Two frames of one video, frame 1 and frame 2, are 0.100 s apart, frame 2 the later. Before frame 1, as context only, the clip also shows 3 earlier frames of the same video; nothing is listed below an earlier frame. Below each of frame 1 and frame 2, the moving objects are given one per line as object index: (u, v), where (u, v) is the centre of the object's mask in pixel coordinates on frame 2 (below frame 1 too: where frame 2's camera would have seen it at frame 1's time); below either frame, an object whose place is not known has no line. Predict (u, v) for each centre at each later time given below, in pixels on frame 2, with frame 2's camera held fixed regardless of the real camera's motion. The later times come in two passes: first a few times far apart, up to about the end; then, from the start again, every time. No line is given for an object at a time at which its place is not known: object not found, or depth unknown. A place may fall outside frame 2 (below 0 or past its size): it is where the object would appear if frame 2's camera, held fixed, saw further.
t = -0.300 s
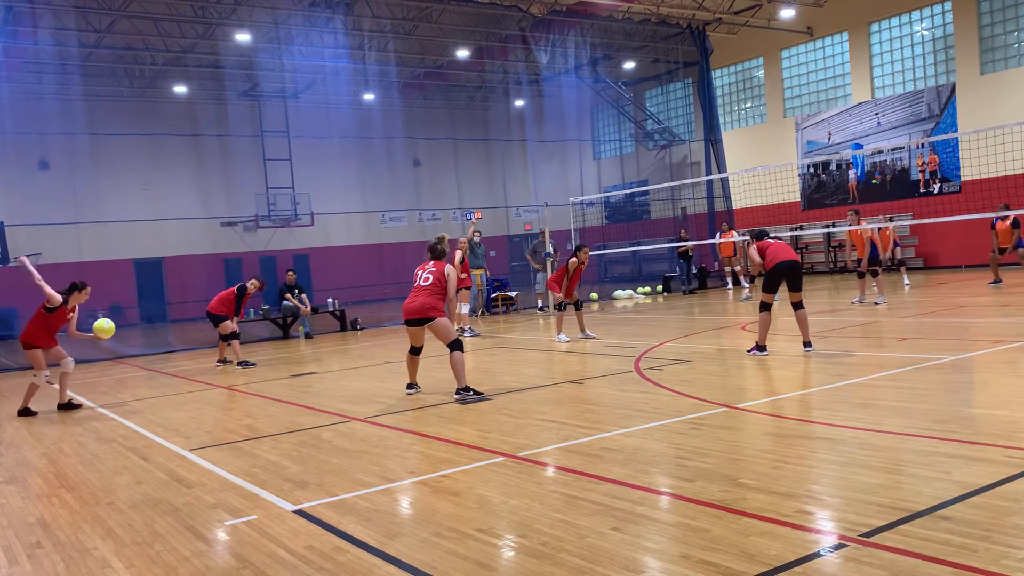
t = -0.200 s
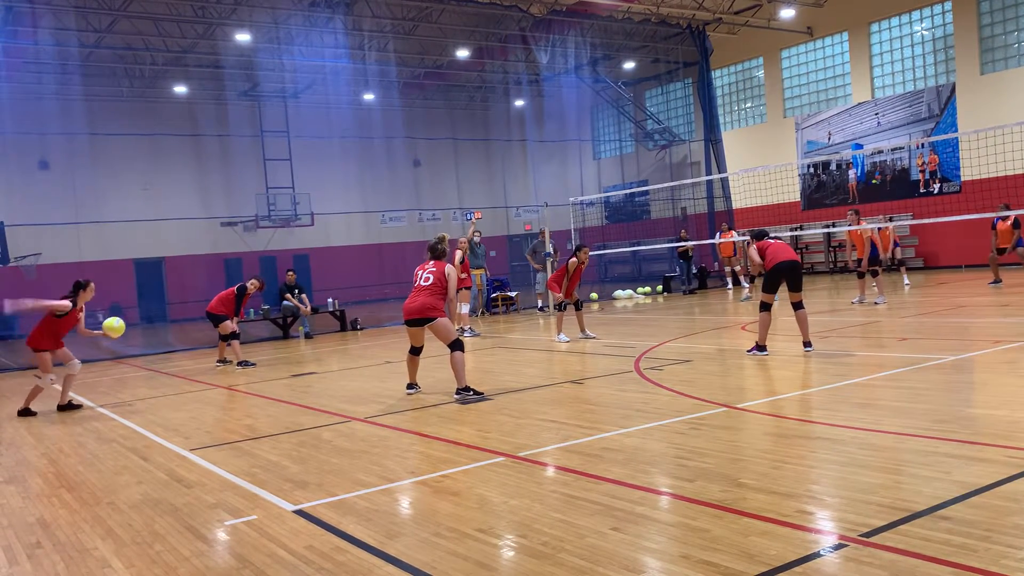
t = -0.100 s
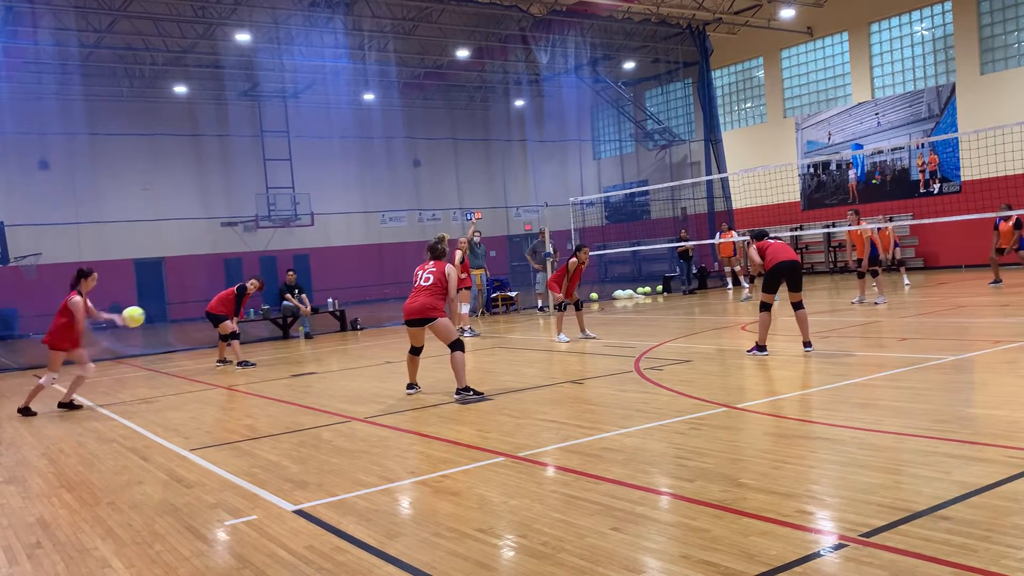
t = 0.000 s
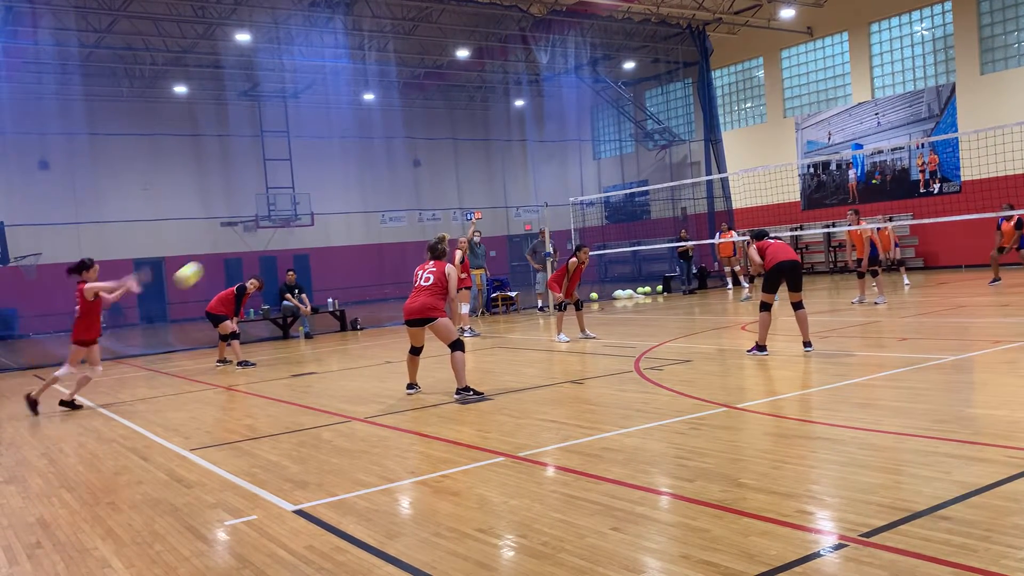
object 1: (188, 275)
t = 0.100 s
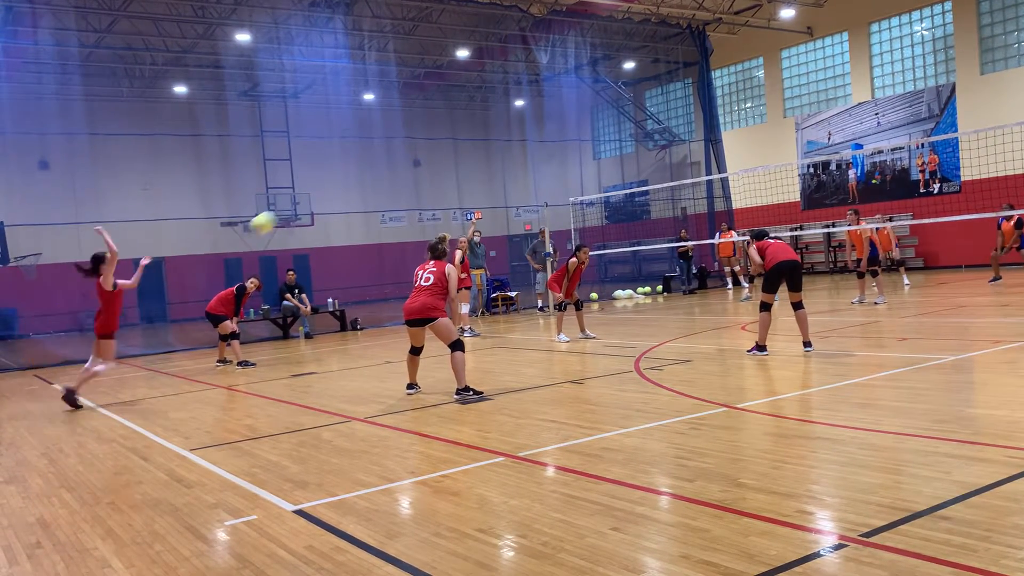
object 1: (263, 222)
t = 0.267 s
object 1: (375, 166)
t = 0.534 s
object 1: (525, 135)
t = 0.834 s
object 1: (661, 164)
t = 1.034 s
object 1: (740, 214)
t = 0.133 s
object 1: (287, 209)
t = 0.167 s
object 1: (310, 196)
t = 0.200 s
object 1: (332, 184)
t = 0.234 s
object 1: (354, 175)
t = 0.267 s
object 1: (375, 166)
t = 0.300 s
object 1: (396, 159)
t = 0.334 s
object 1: (415, 152)
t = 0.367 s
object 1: (434, 147)
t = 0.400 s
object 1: (454, 143)
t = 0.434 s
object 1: (472, 140)
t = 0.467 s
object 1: (490, 137)
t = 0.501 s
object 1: (508, 135)
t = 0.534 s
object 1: (525, 135)
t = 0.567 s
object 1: (541, 135)
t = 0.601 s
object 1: (558, 136)
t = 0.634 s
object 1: (573, 138)
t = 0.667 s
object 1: (589, 141)
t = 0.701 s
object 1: (604, 144)
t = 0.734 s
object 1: (619, 148)
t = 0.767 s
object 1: (633, 153)
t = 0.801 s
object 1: (648, 158)
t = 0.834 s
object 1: (661, 164)
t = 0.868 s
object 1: (675, 171)
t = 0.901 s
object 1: (689, 178)
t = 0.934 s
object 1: (703, 188)
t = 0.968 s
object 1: (716, 195)
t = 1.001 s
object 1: (727, 204)
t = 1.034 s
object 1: (740, 214)
